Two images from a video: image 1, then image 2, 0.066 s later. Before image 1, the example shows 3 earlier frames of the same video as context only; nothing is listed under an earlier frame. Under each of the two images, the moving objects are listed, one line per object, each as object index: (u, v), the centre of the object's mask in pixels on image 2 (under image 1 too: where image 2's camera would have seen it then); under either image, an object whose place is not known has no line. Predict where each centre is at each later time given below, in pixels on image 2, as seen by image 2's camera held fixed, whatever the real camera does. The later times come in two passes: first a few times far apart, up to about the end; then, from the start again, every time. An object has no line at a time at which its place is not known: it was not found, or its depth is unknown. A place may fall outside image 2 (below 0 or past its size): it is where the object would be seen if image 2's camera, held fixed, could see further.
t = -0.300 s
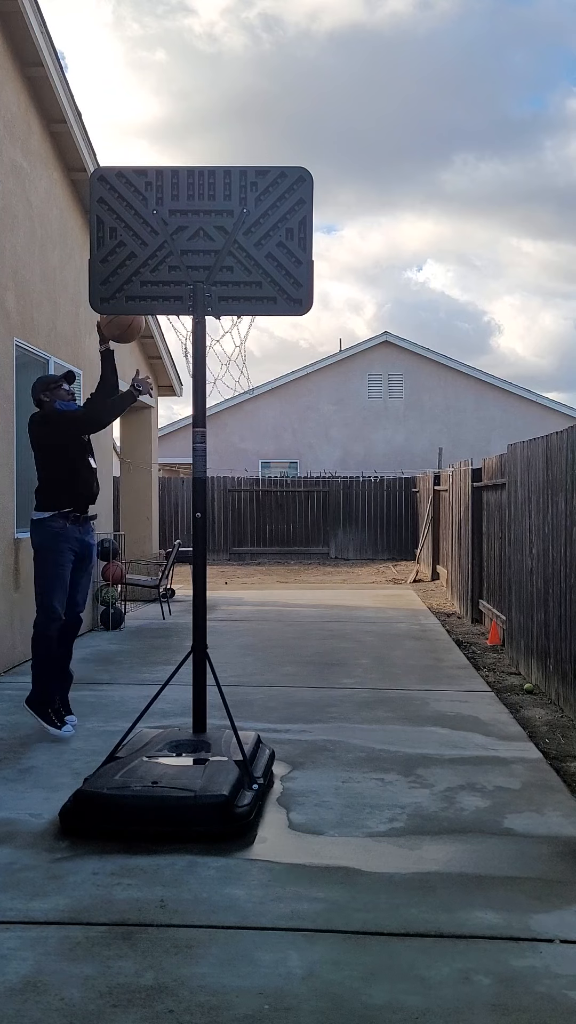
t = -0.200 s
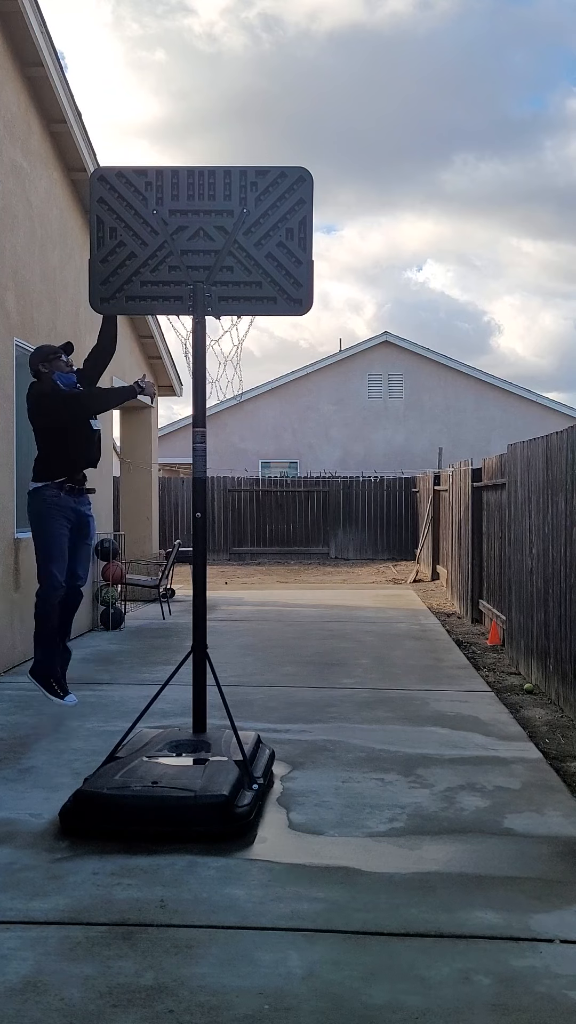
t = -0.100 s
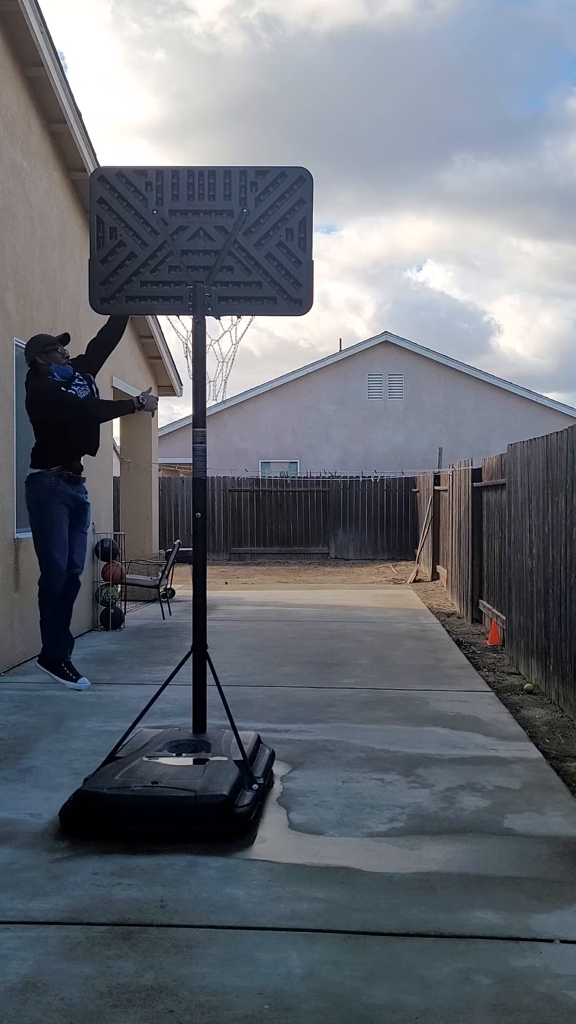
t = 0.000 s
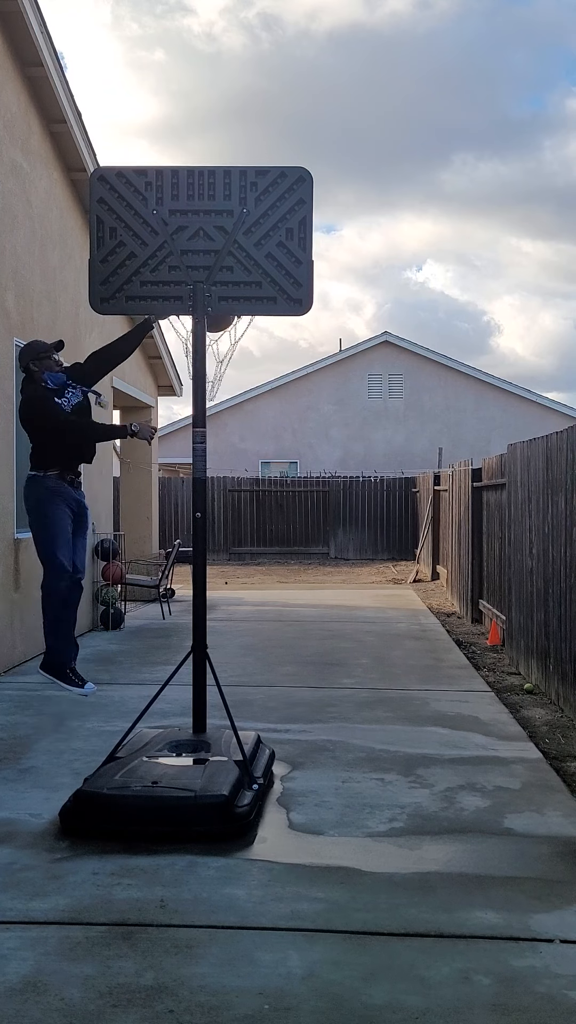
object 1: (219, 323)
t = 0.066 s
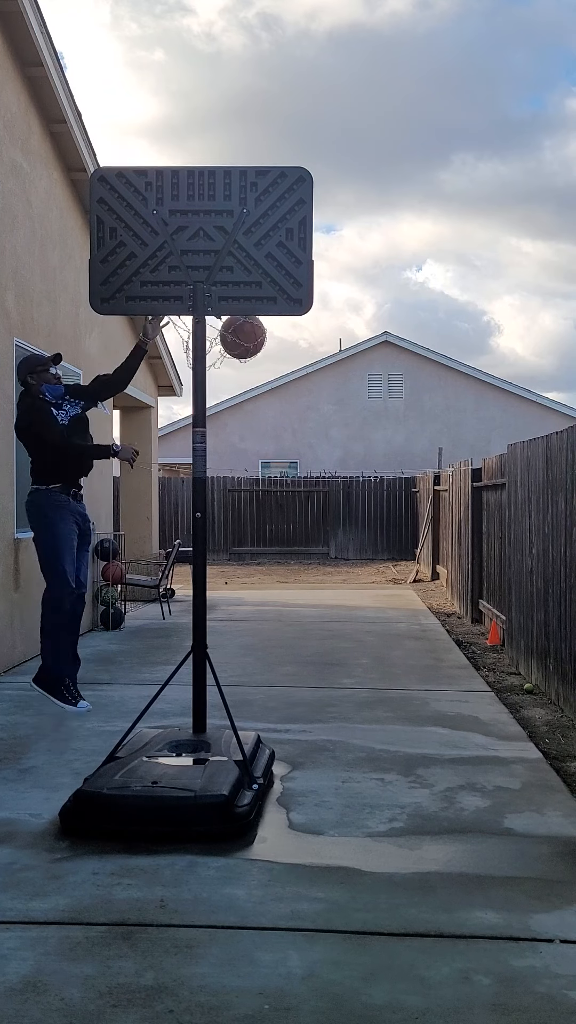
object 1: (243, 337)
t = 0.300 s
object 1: (266, 409)
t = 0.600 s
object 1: (291, 648)
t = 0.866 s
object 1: (278, 562)
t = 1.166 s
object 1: (251, 449)
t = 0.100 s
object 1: (248, 340)
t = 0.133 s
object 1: (251, 347)
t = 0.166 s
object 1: (254, 355)
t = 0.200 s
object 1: (257, 366)
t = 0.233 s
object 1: (260, 378)
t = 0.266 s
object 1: (263, 393)
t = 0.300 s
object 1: (266, 409)
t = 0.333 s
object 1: (268, 428)
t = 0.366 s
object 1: (271, 448)
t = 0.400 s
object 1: (274, 470)
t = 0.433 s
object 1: (277, 494)
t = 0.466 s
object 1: (279, 521)
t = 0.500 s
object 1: (282, 550)
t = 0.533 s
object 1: (285, 581)
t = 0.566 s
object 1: (288, 614)
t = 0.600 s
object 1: (291, 648)
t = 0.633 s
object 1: (295, 685)
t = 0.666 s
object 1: (298, 723)
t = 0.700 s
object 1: (295, 698)
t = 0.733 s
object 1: (291, 666)
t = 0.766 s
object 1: (288, 637)
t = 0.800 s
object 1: (285, 610)
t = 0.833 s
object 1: (282, 585)
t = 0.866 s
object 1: (278, 562)
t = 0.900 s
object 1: (275, 541)
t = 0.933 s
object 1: (272, 522)
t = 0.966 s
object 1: (269, 504)
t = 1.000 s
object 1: (266, 489)
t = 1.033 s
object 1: (262, 477)
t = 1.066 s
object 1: (260, 468)
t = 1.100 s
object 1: (257, 459)
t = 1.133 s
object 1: (254, 453)
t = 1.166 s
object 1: (251, 449)
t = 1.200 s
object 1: (248, 446)
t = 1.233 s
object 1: (245, 446)
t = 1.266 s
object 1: (242, 448)
